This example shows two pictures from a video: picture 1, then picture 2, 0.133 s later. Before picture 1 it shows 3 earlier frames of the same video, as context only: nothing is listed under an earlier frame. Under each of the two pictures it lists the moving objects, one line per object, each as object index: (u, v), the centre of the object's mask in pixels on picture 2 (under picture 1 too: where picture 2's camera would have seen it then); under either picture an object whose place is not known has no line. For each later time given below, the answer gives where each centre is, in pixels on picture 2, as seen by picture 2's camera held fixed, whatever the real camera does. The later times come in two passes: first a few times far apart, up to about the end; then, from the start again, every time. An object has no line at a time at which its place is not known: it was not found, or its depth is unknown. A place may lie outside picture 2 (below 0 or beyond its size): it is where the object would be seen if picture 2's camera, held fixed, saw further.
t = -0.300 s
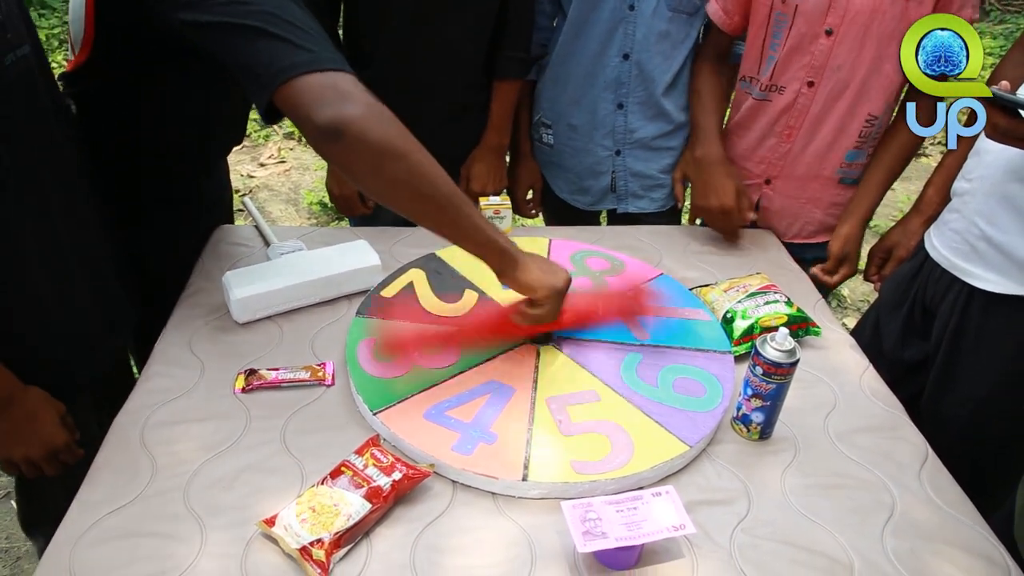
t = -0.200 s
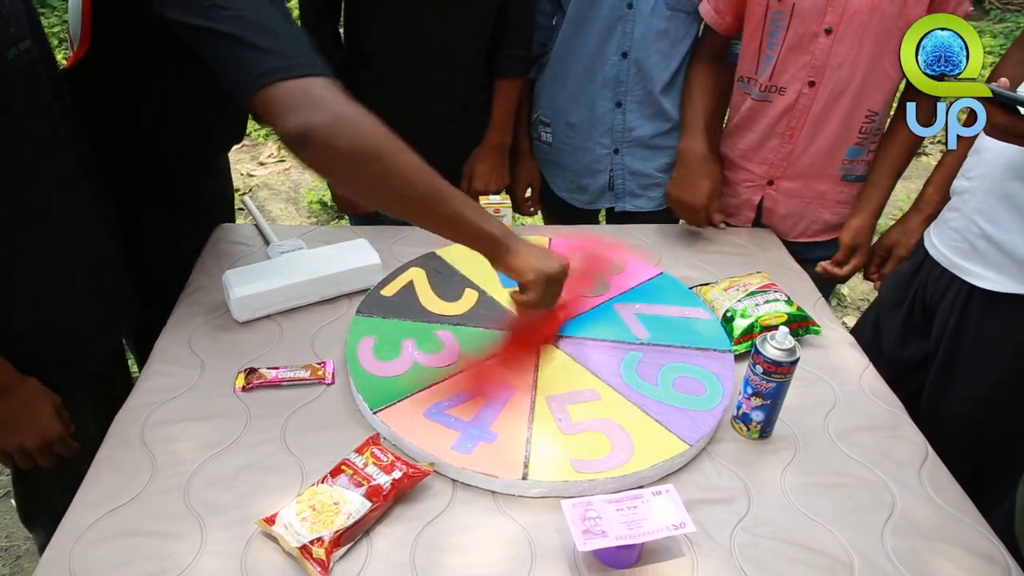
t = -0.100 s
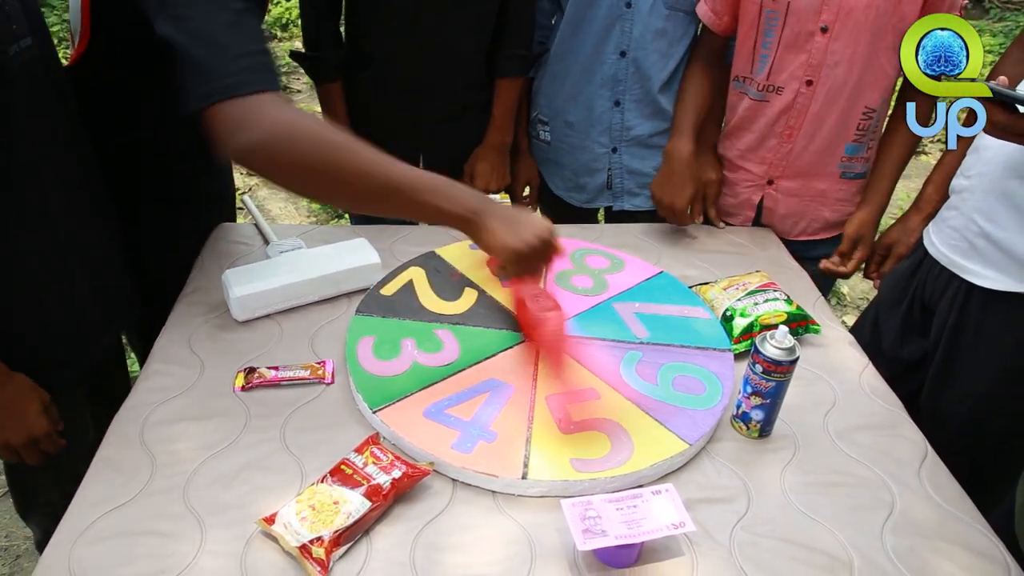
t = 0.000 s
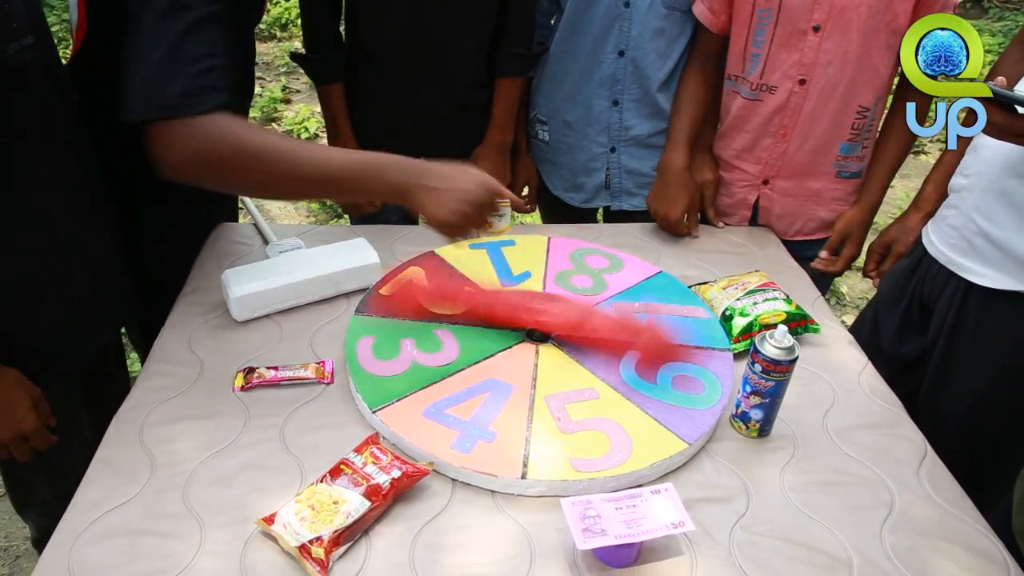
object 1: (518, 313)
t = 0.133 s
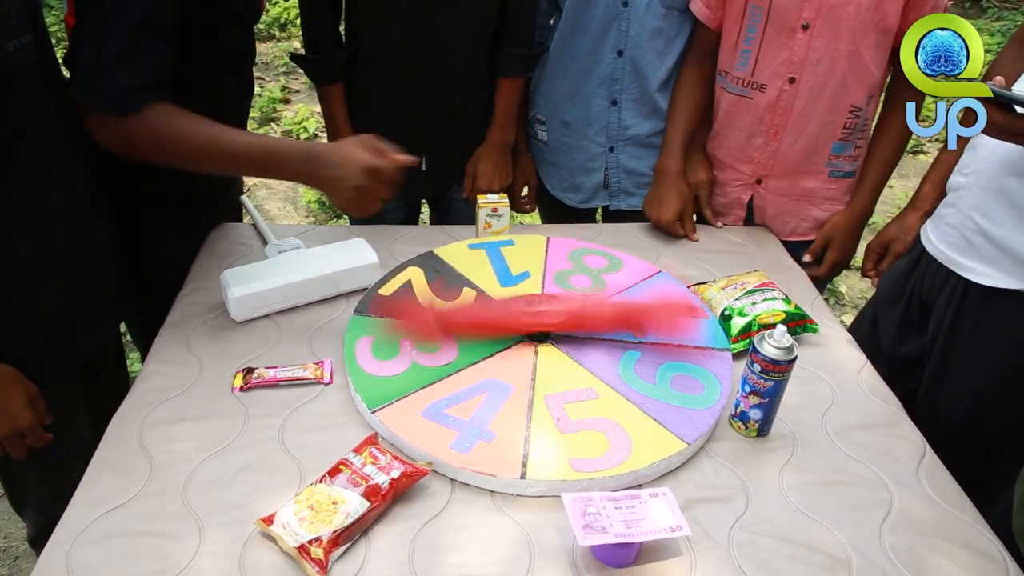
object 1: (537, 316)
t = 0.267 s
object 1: (507, 327)
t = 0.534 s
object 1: (559, 332)
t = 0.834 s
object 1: (536, 318)
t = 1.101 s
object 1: (504, 320)
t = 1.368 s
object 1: (535, 316)
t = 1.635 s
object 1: (506, 324)
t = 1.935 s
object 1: (536, 318)
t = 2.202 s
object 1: (540, 339)
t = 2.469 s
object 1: (536, 312)
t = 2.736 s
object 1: (532, 320)
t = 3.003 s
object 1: (561, 335)
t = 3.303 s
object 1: (508, 319)
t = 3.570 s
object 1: (545, 321)
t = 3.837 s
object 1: (532, 320)
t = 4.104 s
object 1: (561, 320)
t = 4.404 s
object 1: (536, 344)
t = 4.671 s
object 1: (509, 322)
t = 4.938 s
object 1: (536, 311)
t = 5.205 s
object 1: (548, 324)
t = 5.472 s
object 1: (533, 330)
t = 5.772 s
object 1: (531, 316)
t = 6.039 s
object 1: (549, 313)
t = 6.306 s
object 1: (565, 323)
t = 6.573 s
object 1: (565, 336)
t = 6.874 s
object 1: (548, 345)
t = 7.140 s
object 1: (530, 344)
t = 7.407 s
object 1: (516, 339)
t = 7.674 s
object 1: (511, 331)
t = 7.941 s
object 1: (508, 324)
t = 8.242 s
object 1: (512, 318)
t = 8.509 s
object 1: (515, 315)
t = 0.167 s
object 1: (563, 328)
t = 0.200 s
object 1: (540, 325)
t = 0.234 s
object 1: (529, 332)
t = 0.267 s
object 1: (507, 327)
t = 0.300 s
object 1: (522, 315)
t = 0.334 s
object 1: (542, 317)
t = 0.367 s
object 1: (541, 320)
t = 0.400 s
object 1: (537, 319)
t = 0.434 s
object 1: (534, 320)
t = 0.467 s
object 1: (539, 317)
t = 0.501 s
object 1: (539, 318)
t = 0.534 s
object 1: (559, 332)
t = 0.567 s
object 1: (539, 332)
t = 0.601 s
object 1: (525, 337)
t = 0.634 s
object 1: (508, 327)
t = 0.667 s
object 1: (508, 315)
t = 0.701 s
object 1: (526, 314)
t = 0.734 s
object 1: (542, 320)
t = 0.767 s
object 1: (541, 321)
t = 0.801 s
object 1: (537, 323)
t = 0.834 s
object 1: (536, 318)
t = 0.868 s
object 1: (539, 316)
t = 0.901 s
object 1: (548, 317)
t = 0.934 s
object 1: (565, 326)
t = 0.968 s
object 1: (553, 331)
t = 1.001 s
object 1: (540, 334)
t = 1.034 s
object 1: (527, 338)
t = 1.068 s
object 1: (511, 332)
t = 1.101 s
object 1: (504, 320)
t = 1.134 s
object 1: (521, 313)
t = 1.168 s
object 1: (537, 314)
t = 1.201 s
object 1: (545, 320)
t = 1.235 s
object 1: (540, 318)
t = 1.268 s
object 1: (539, 321)
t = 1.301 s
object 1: (535, 320)
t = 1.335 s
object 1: (535, 318)
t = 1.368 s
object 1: (535, 316)
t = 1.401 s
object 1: (541, 315)
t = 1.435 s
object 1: (553, 320)
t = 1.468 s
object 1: (561, 331)
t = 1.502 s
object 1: (556, 338)
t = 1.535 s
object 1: (539, 336)
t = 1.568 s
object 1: (527, 338)
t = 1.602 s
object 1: (513, 335)
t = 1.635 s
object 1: (506, 324)
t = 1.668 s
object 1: (506, 316)
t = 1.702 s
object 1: (523, 312)
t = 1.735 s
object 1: (534, 313)
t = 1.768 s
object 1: (545, 319)
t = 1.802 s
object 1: (540, 318)
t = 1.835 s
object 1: (542, 326)
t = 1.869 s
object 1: (537, 324)
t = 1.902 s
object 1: (535, 322)
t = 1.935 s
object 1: (536, 318)
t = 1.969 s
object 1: (533, 316)
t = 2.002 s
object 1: (541, 314)
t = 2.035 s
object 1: (548, 315)
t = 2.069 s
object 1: (556, 320)
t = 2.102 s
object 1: (571, 332)
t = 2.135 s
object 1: (557, 331)
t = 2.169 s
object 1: (556, 342)
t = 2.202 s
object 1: (540, 339)
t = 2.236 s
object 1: (528, 340)
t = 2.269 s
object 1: (515, 340)
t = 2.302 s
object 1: (510, 332)
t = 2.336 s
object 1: (506, 324)
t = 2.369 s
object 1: (507, 318)
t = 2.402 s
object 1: (518, 312)
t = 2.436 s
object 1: (530, 312)
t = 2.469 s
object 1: (536, 312)
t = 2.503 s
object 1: (546, 318)
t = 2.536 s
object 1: (543, 318)
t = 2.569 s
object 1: (544, 321)
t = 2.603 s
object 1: (542, 328)
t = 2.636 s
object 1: (538, 328)
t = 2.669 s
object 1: (534, 326)
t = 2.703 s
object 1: (532, 323)
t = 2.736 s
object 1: (532, 320)
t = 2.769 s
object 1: (534, 316)
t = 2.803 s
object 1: (537, 315)
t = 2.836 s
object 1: (542, 314)
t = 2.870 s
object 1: (553, 316)
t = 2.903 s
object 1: (556, 319)
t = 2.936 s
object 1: (568, 325)
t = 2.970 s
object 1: (566, 331)
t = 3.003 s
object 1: (561, 335)
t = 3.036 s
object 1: (557, 340)
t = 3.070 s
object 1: (548, 342)
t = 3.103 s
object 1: (537, 342)
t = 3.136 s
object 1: (528, 342)
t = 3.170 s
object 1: (519, 339)
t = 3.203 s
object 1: (511, 336)
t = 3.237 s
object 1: (510, 330)
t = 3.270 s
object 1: (508, 323)
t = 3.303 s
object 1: (508, 319)
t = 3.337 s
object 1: (514, 314)
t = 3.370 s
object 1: (521, 312)
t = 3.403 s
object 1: (526, 310)
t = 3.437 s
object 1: (532, 311)
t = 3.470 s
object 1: (544, 314)
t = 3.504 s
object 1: (548, 318)
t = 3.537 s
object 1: (547, 319)
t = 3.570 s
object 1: (545, 321)
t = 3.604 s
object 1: (547, 325)
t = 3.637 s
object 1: (545, 329)
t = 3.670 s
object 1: (541, 326)
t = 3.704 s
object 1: (537, 327)
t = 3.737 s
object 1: (534, 328)
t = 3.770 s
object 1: (533, 324)
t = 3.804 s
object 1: (531, 323)
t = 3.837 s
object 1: (532, 320)
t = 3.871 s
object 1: (532, 317)
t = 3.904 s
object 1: (533, 316)
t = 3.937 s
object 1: (537, 314)
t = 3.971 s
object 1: (541, 313)
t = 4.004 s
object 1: (545, 313)
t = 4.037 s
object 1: (552, 314)
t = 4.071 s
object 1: (558, 316)
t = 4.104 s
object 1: (561, 320)
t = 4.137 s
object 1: (565, 324)
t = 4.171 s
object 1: (570, 330)
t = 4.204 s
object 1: (566, 331)
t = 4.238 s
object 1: (563, 334)
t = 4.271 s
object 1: (562, 339)
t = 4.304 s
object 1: (557, 343)
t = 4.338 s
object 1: (551, 344)
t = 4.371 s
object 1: (543, 344)
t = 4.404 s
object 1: (536, 344)
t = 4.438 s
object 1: (530, 344)
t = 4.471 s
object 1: (524, 343)
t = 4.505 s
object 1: (517, 341)
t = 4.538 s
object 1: (515, 337)
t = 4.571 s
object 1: (512, 334)
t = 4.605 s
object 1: (510, 330)
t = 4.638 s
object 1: (507, 327)
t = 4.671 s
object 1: (509, 322)
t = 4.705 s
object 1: (509, 319)
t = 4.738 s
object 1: (511, 317)
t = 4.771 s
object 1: (516, 313)
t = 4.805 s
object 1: (521, 312)
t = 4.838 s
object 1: (525, 311)
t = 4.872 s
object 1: (529, 310)
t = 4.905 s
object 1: (530, 310)
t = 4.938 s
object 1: (536, 311)
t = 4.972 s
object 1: (541, 312)
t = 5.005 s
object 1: (545, 314)
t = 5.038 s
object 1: (548, 316)
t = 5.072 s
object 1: (549, 318)
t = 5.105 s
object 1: (549, 319)
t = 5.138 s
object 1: (549, 321)
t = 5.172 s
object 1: (548, 322)
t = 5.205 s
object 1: (548, 324)
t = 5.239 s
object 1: (547, 326)
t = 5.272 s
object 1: (546, 327)
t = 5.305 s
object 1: (544, 328)
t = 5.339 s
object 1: (542, 328)
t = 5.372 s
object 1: (540, 330)
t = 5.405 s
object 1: (537, 330)
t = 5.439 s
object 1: (535, 330)
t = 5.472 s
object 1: (533, 330)
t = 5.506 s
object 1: (532, 327)
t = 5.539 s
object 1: (531, 325)
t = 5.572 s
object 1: (530, 324)
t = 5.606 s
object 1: (530, 323)
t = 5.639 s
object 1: (531, 321)
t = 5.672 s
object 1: (530, 320)
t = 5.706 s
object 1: (530, 319)
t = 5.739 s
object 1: (531, 317)
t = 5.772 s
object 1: (531, 316)
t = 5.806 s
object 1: (533, 315)
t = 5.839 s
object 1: (535, 314)
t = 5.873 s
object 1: (537, 314)
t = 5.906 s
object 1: (539, 313)
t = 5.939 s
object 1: (542, 313)
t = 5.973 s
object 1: (544, 313)
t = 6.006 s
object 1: (546, 313)
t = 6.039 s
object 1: (549, 313)
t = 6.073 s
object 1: (552, 314)
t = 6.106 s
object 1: (554, 315)
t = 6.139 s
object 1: (556, 316)
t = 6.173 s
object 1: (558, 317)
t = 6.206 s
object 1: (560, 318)
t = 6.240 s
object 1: (563, 320)
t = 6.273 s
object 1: (565, 322)
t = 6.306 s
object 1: (565, 323)
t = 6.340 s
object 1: (567, 325)
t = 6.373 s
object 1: (568, 327)
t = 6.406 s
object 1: (568, 329)
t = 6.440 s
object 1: (567, 330)
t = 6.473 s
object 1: (566, 331)
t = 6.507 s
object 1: (566, 332)
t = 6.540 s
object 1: (566, 334)
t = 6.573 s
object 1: (565, 336)
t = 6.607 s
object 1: (564, 337)
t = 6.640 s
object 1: (562, 338)
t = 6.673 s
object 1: (561, 340)
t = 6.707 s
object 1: (559, 341)
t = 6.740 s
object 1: (558, 343)
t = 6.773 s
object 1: (556, 343)
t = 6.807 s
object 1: (553, 344)
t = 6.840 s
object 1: (551, 343)
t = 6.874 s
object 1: (548, 345)
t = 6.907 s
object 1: (546, 345)
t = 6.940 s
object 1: (544, 346)
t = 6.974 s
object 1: (541, 345)
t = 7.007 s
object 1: (539, 346)
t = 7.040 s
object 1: (536, 346)
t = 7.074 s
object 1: (534, 345)
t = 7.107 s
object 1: (532, 344)
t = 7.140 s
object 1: (530, 344)
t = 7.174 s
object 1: (528, 344)
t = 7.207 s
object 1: (526, 343)
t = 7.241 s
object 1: (524, 342)
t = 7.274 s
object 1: (522, 342)
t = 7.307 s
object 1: (521, 341)
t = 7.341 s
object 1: (519, 341)
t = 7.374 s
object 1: (518, 340)
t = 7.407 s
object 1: (516, 339)
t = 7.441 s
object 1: (515, 338)
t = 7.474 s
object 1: (514, 337)
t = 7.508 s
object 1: (513, 336)
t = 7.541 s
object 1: (513, 335)
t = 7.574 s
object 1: (512, 334)
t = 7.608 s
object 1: (511, 333)
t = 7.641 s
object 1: (510, 332)
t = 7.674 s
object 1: (511, 331)
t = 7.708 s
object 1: (510, 330)
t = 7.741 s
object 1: (510, 329)
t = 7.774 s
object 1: (509, 328)
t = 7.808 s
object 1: (509, 327)
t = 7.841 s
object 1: (508, 327)
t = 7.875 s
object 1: (507, 326)
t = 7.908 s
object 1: (508, 325)
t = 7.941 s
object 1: (508, 324)
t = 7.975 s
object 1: (509, 323)
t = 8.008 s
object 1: (508, 323)
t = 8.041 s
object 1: (509, 321)
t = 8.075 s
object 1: (509, 321)
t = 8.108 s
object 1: (509, 321)
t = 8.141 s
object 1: (510, 320)
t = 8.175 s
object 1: (510, 319)
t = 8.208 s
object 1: (511, 319)
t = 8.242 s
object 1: (512, 318)
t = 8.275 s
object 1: (512, 318)
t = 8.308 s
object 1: (512, 317)
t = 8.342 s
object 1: (513, 317)
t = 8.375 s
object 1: (513, 316)
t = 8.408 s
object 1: (514, 316)
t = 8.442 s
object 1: (514, 315)
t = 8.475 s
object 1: (515, 315)
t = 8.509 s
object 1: (515, 315)
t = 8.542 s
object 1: (516, 314)
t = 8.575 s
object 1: (517, 314)
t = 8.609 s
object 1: (517, 314)
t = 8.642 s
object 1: (517, 314)
